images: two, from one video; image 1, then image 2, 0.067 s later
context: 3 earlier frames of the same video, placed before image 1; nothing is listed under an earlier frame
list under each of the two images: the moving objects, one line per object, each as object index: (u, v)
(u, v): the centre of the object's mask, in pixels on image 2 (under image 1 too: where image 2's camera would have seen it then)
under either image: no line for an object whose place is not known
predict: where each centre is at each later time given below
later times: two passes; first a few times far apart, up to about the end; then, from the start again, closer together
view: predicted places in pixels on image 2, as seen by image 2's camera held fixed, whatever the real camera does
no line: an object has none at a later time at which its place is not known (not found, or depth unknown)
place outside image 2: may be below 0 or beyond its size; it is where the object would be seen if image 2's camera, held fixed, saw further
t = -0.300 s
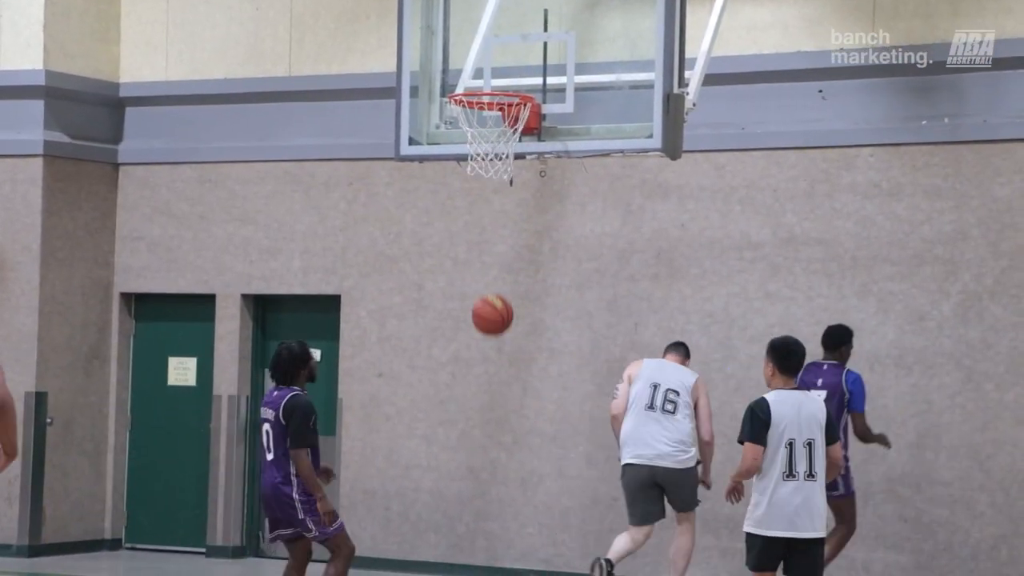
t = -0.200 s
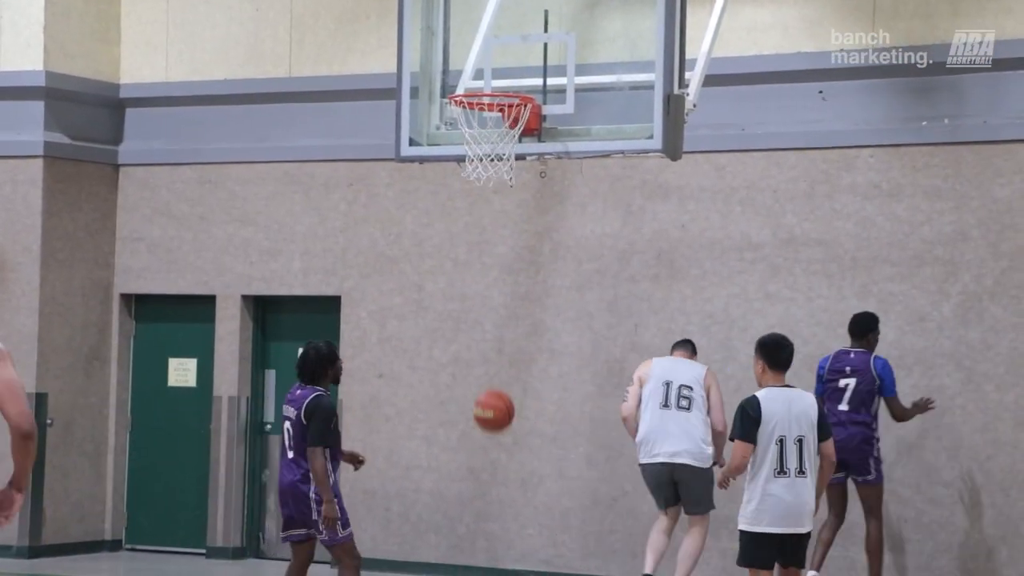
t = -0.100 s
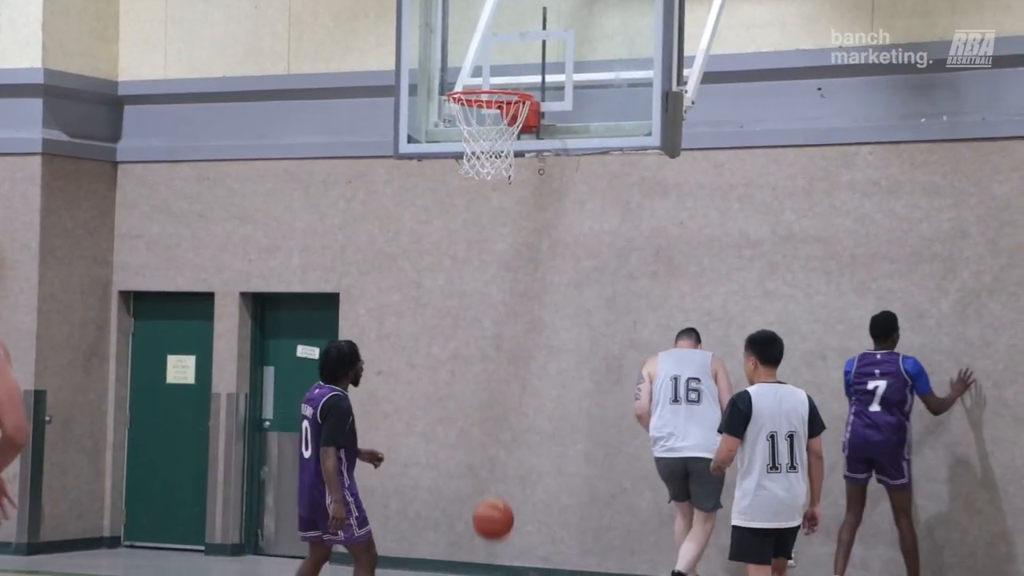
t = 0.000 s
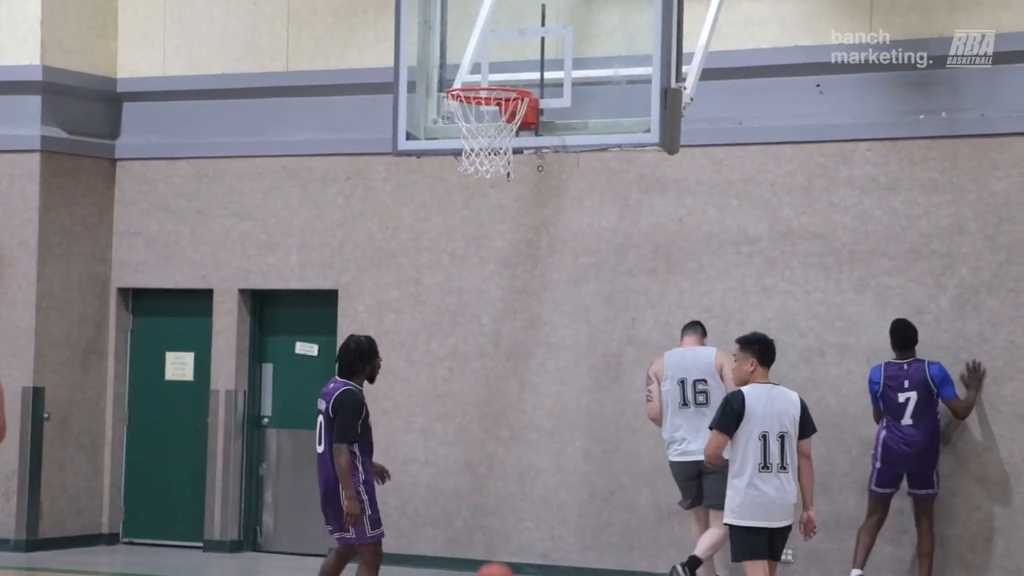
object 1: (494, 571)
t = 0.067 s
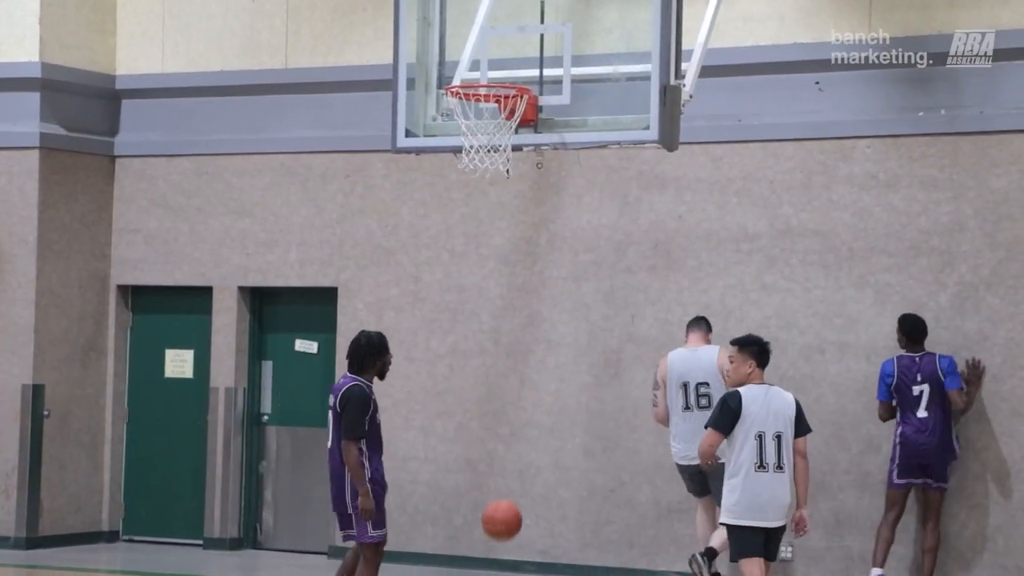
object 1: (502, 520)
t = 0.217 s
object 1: (516, 411)
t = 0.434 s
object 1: (536, 321)
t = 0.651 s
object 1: (553, 307)
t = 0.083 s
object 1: (503, 506)
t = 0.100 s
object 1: (505, 493)
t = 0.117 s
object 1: (506, 480)
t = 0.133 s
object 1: (508, 467)
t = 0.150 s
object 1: (510, 455)
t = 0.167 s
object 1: (512, 443)
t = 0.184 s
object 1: (514, 432)
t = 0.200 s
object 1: (515, 422)
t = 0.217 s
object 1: (516, 411)
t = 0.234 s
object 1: (518, 402)
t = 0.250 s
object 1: (520, 393)
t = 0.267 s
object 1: (522, 383)
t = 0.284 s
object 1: (523, 375)
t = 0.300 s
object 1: (525, 368)
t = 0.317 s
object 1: (526, 360)
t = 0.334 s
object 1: (527, 353)
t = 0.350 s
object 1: (529, 347)
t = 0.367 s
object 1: (530, 341)
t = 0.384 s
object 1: (532, 336)
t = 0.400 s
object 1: (533, 331)
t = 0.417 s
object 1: (535, 326)
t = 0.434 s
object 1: (536, 321)
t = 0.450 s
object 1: (537, 317)
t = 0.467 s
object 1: (539, 314)
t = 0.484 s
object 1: (540, 311)
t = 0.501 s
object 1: (541, 310)
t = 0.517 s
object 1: (543, 307)
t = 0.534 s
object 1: (544, 305)
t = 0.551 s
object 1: (546, 305)
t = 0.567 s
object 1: (547, 304)
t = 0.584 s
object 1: (548, 304)
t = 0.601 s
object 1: (550, 304)
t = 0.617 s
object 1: (551, 305)
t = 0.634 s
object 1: (552, 306)
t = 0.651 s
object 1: (553, 307)
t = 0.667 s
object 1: (555, 308)
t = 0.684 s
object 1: (556, 312)
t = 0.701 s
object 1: (557, 315)
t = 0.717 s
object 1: (558, 318)
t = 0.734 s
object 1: (559, 321)
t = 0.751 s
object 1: (561, 326)
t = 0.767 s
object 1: (562, 330)
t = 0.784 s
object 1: (563, 334)
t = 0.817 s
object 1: (565, 346)
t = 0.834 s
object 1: (567, 352)
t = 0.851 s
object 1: (568, 359)
